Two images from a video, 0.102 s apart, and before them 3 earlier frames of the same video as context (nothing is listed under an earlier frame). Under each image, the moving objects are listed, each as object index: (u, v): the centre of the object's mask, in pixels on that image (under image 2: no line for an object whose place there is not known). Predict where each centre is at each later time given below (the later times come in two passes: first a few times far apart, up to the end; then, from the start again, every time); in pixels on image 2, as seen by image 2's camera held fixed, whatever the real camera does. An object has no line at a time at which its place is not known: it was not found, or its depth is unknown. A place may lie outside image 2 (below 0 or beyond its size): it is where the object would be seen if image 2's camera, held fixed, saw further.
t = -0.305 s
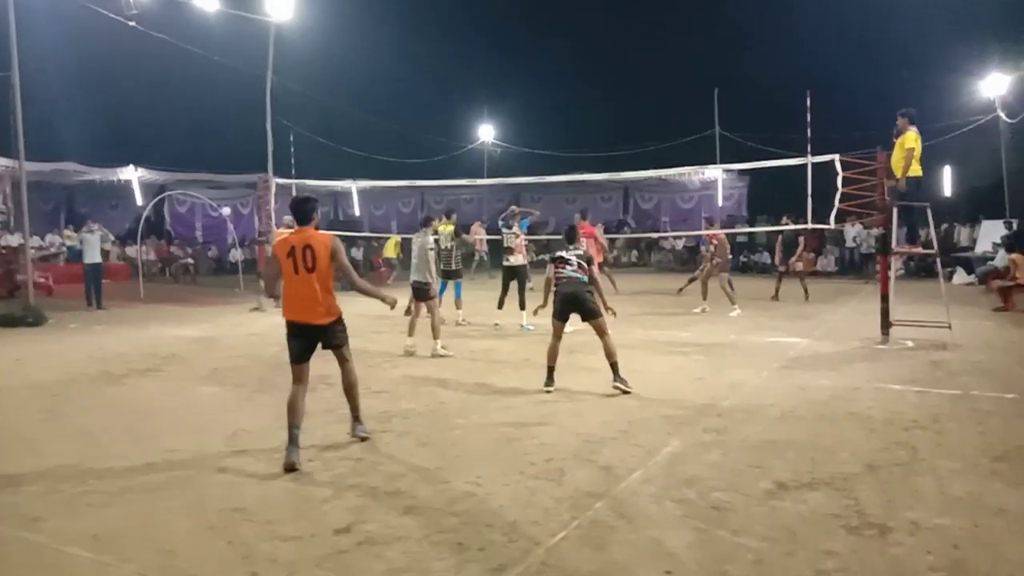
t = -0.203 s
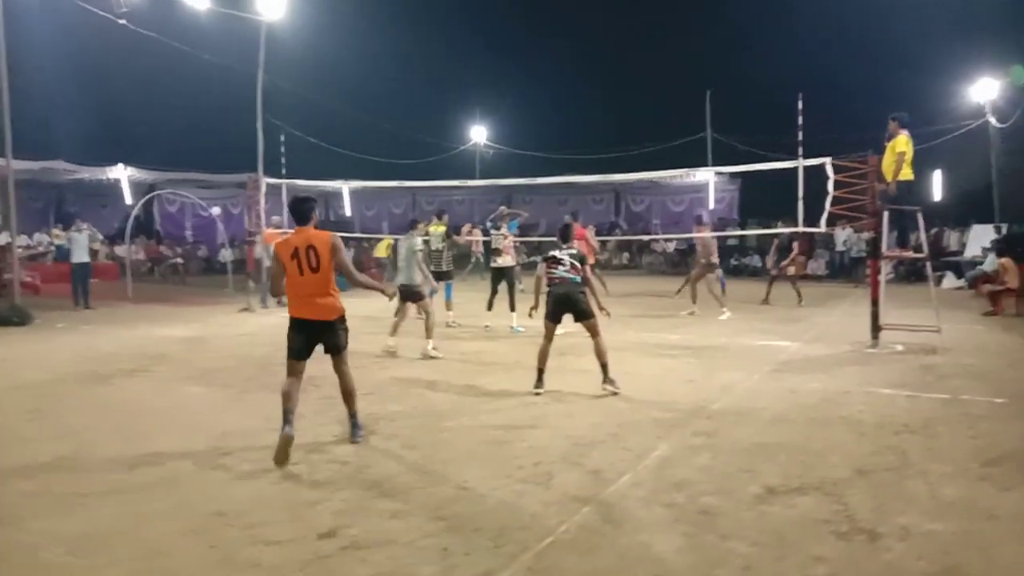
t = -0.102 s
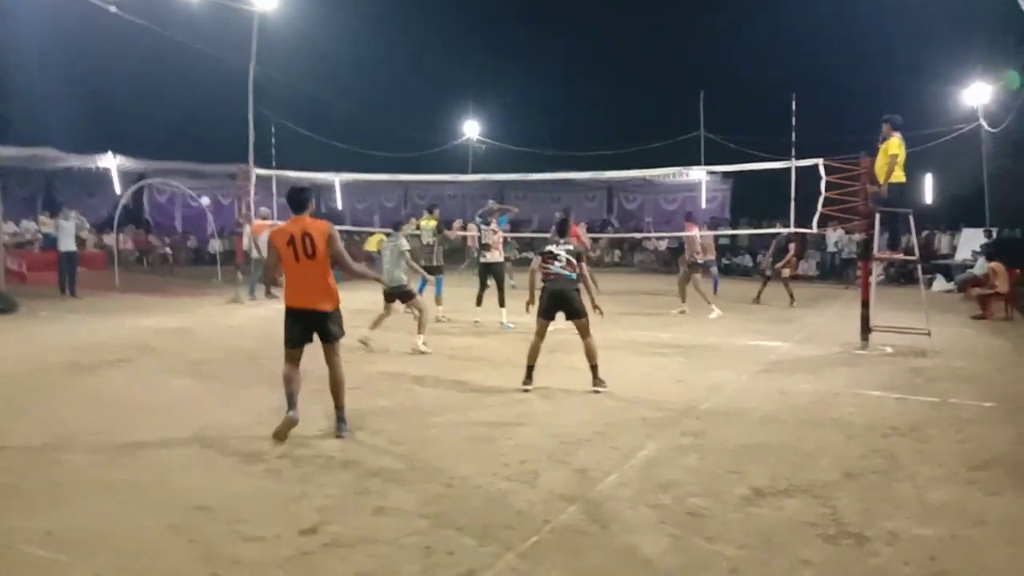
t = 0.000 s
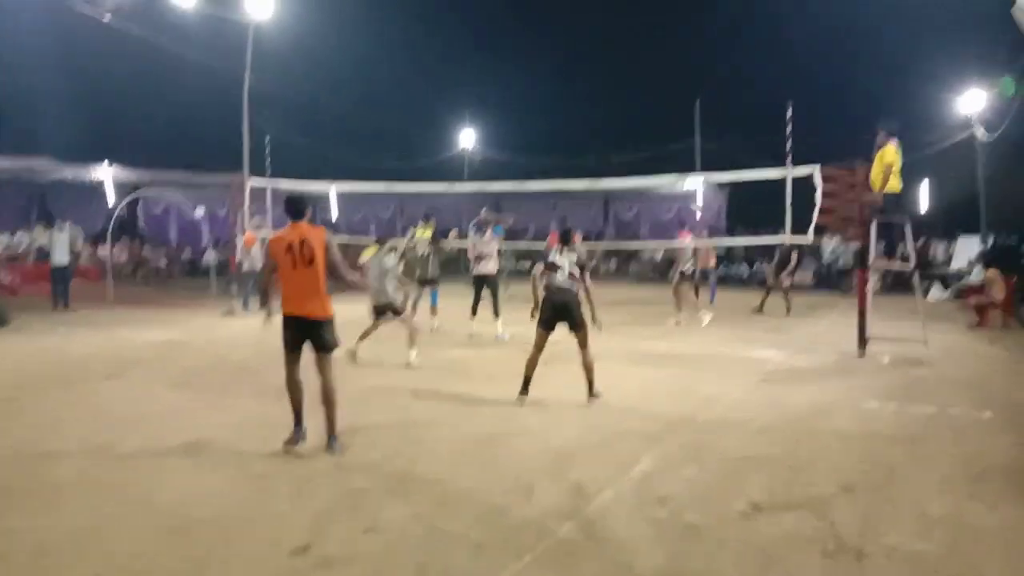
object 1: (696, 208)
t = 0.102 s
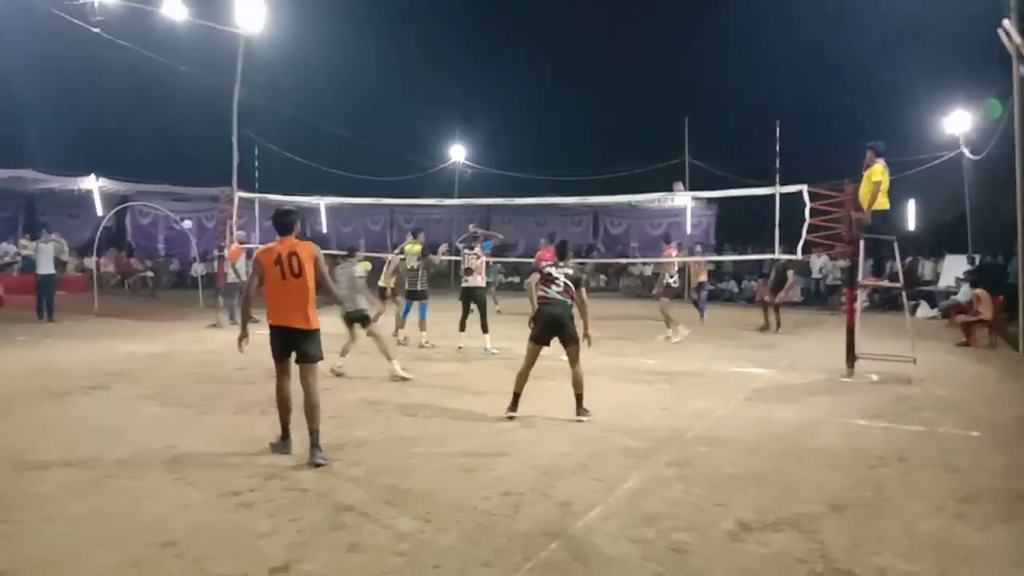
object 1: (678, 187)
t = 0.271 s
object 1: (667, 137)
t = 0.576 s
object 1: (644, 75)
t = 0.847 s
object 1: (622, 56)
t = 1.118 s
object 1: (596, 77)
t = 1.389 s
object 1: (568, 138)
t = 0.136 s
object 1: (676, 177)
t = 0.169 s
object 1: (674, 166)
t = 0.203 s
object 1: (672, 156)
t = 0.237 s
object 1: (670, 146)
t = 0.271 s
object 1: (667, 137)
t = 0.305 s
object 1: (665, 128)
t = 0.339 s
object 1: (662, 120)
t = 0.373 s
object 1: (660, 111)
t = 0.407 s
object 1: (657, 104)
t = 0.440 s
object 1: (655, 97)
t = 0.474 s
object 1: (652, 91)
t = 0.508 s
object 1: (649, 85)
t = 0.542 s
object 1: (647, 80)
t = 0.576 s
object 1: (644, 75)
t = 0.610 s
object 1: (642, 70)
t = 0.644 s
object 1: (639, 66)
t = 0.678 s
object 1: (637, 63)
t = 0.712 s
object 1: (634, 61)
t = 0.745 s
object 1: (631, 59)
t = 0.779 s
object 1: (627, 57)
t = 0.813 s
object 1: (625, 56)
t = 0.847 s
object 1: (622, 56)
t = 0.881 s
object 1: (618, 56)
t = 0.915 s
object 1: (615, 57)
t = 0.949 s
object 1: (612, 59)
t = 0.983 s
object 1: (609, 62)
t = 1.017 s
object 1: (606, 65)
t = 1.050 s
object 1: (603, 68)
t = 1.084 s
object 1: (600, 72)
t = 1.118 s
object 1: (596, 77)
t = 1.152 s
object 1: (593, 82)
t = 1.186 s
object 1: (590, 88)
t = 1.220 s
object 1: (586, 94)
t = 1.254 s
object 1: (583, 102)
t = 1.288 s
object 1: (579, 110)
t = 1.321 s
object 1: (575, 119)
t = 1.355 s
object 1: (571, 127)
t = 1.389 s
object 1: (568, 138)
